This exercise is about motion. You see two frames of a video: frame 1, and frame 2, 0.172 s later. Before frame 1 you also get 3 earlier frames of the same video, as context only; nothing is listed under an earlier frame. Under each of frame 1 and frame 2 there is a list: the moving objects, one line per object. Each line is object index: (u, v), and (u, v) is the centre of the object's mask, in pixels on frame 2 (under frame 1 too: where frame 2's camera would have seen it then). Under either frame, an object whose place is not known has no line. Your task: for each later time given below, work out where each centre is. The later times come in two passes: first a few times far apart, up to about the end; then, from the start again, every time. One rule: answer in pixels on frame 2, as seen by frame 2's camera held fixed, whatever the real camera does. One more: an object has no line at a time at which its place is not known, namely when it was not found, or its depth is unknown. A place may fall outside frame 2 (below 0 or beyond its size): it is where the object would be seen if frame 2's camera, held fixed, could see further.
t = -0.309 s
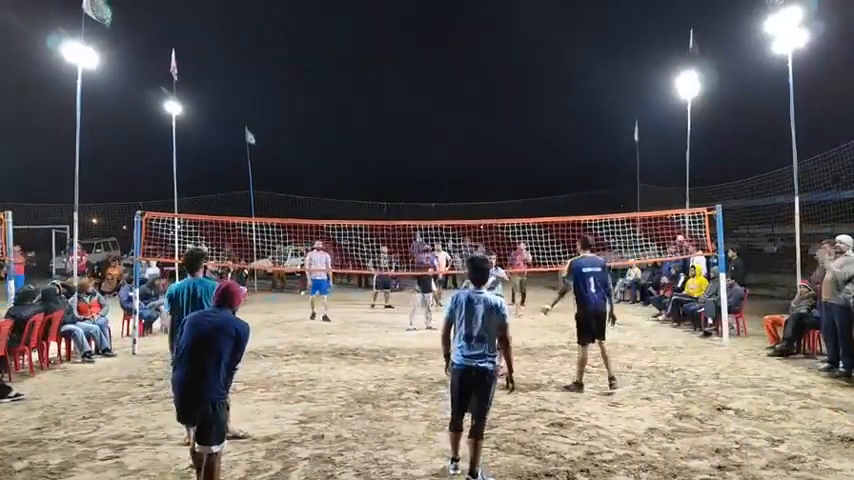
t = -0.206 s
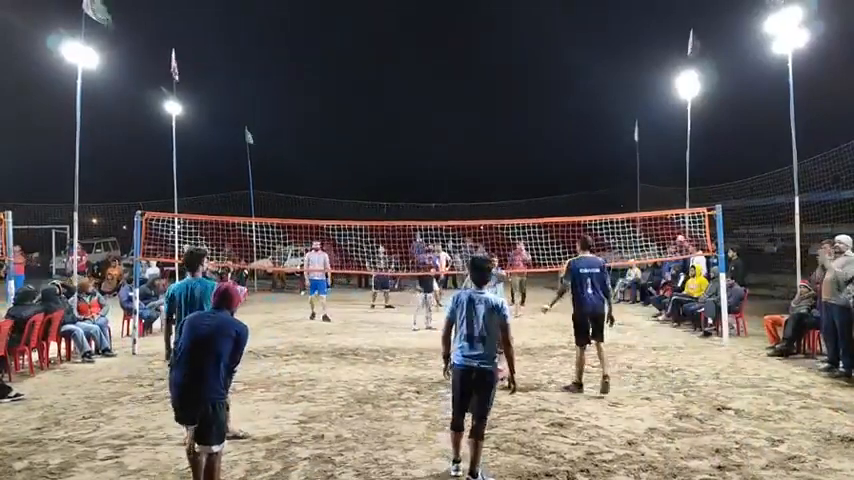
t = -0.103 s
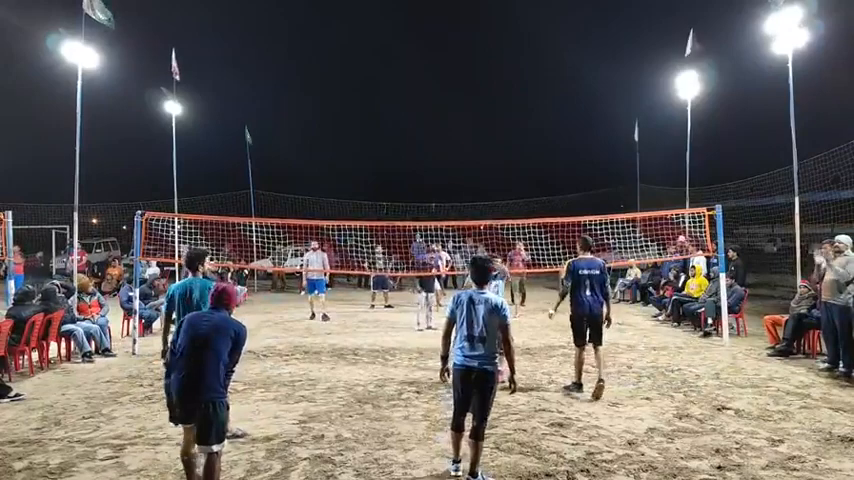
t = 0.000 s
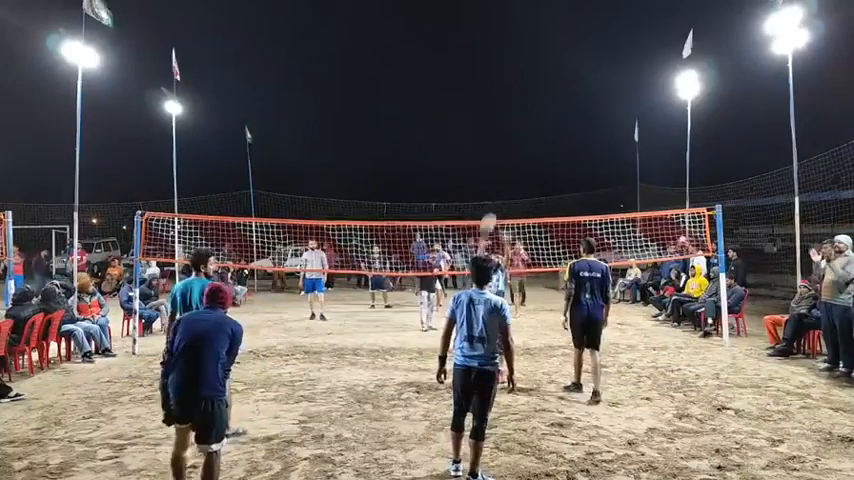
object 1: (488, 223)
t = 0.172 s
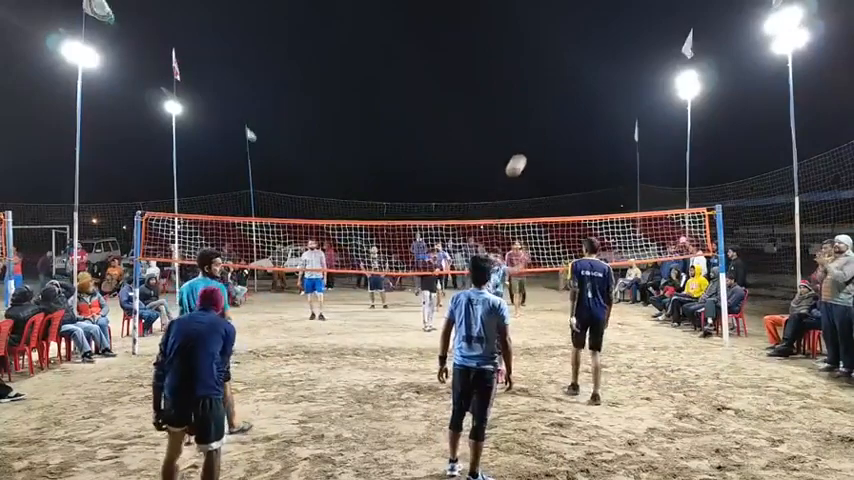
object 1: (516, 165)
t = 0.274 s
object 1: (538, 132)
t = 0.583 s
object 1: (644, 57)
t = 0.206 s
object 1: (523, 155)
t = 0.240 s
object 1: (531, 143)
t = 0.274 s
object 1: (538, 132)
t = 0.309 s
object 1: (547, 123)
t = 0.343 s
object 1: (556, 112)
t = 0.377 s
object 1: (567, 102)
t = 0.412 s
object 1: (577, 93)
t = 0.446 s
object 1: (588, 84)
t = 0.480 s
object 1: (600, 76)
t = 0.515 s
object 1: (614, 69)
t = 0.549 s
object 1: (628, 62)
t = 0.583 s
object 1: (644, 57)
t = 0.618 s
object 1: (663, 52)
